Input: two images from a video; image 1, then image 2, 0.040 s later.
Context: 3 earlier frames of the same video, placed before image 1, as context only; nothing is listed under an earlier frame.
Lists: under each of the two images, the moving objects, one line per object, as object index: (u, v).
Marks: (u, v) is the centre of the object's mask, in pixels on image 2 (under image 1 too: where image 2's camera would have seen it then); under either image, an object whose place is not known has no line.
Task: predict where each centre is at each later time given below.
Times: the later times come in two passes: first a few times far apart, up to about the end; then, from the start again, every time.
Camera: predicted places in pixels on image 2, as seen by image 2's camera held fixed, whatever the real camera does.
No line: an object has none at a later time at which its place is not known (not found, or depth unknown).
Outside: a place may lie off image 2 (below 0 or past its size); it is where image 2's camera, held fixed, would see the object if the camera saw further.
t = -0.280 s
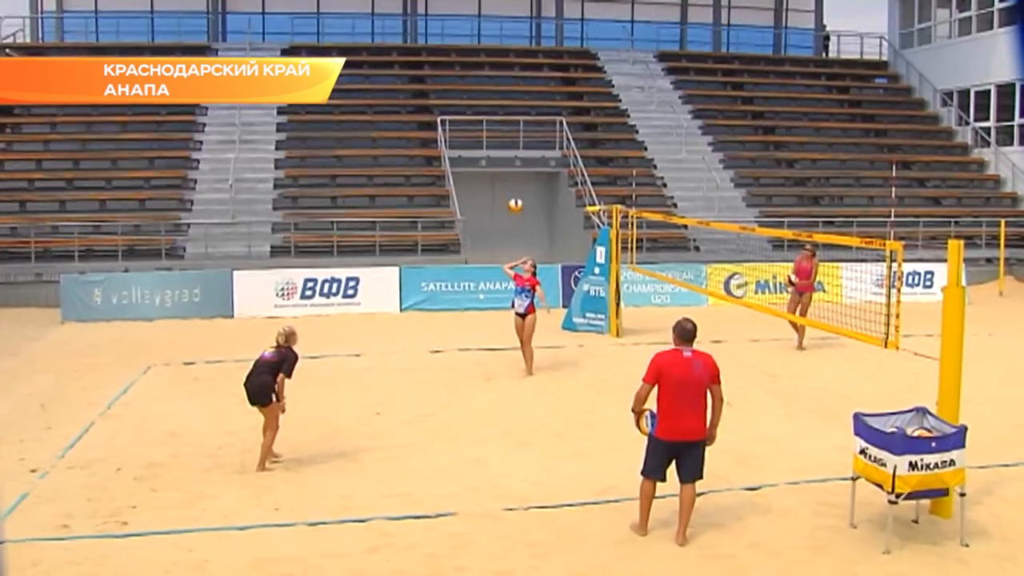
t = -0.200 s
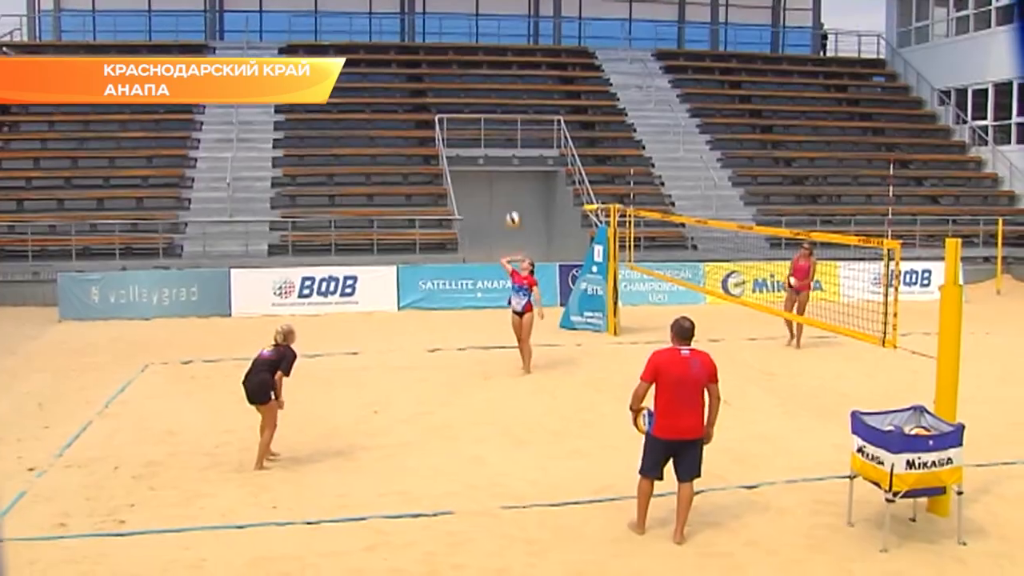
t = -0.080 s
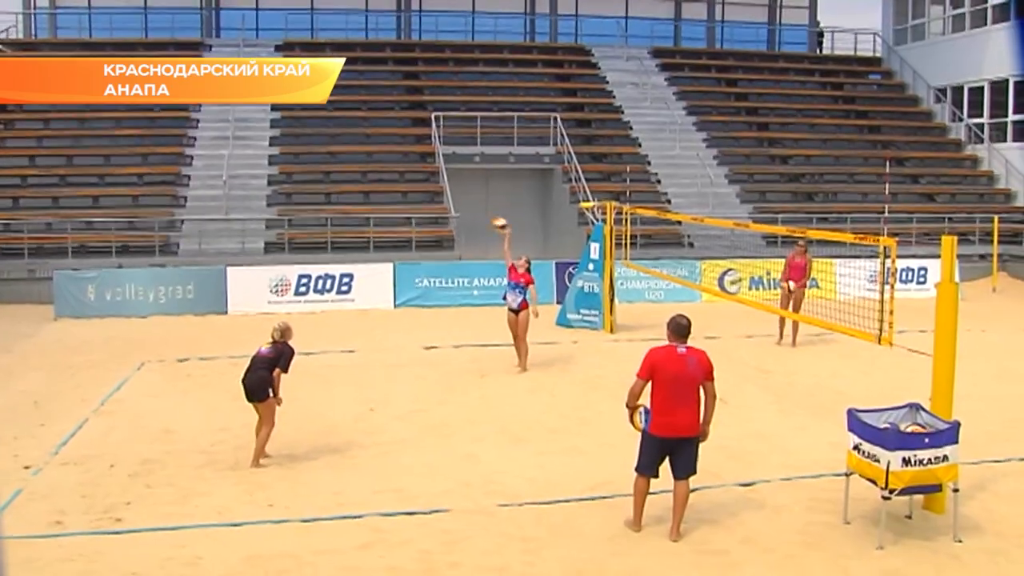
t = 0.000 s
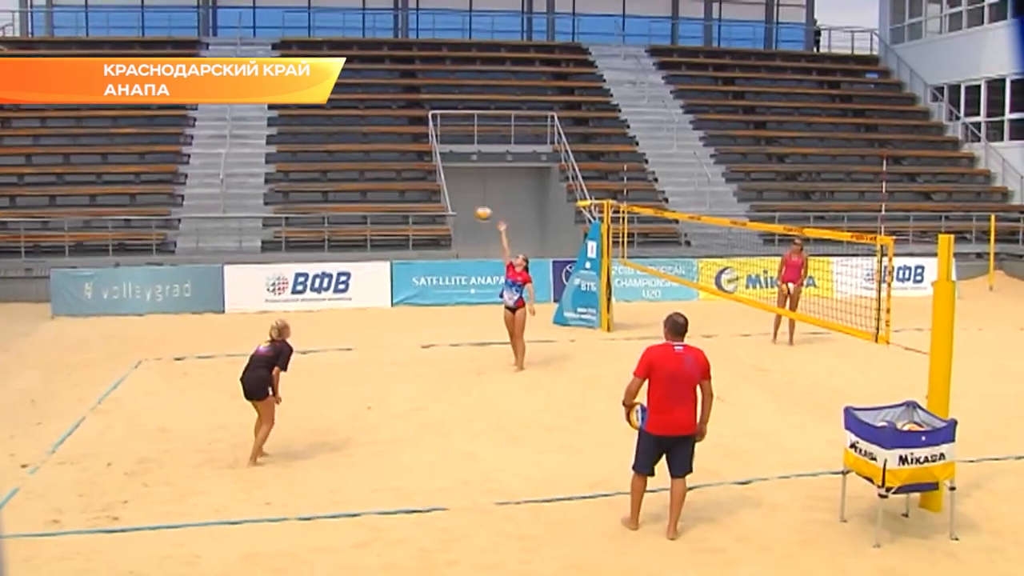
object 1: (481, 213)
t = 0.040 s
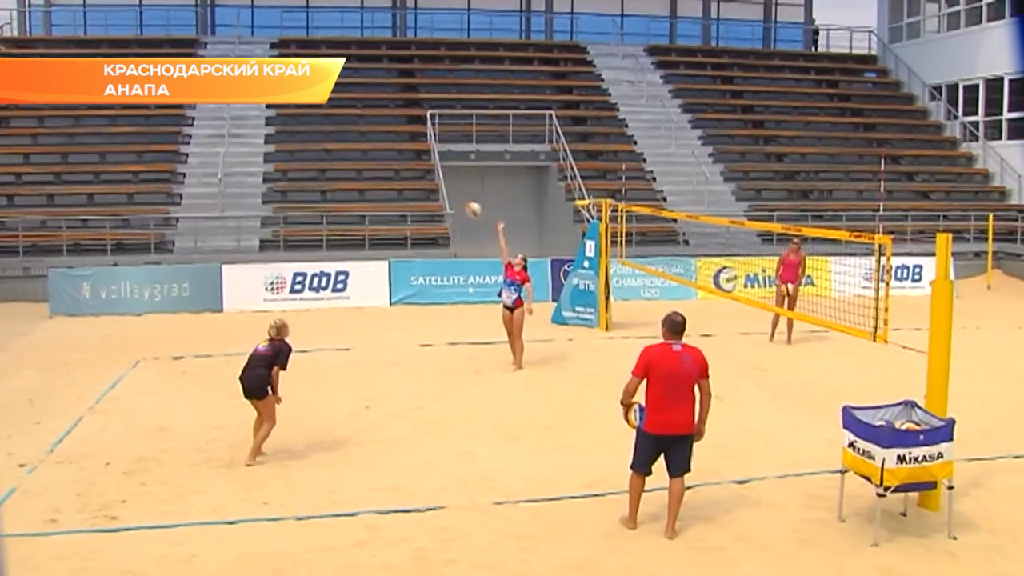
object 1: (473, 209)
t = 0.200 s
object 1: (441, 208)
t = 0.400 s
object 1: (396, 236)
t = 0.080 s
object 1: (465, 206)
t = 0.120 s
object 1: (457, 205)
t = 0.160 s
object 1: (450, 206)
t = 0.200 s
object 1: (441, 208)
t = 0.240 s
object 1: (433, 210)
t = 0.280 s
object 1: (423, 215)
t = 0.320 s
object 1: (414, 220)
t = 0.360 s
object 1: (406, 227)
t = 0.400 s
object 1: (396, 236)
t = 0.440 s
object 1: (385, 245)
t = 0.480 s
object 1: (377, 257)
